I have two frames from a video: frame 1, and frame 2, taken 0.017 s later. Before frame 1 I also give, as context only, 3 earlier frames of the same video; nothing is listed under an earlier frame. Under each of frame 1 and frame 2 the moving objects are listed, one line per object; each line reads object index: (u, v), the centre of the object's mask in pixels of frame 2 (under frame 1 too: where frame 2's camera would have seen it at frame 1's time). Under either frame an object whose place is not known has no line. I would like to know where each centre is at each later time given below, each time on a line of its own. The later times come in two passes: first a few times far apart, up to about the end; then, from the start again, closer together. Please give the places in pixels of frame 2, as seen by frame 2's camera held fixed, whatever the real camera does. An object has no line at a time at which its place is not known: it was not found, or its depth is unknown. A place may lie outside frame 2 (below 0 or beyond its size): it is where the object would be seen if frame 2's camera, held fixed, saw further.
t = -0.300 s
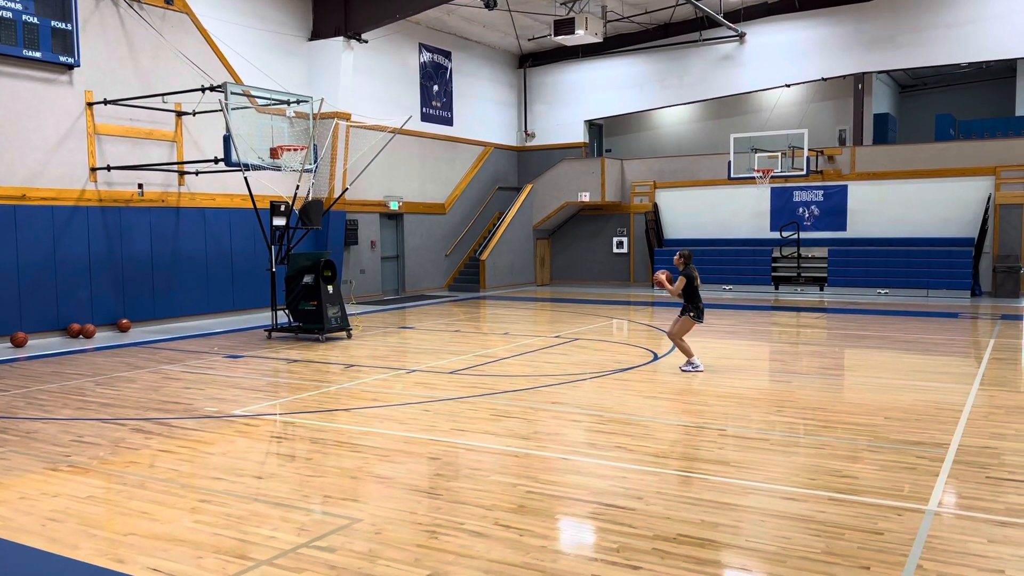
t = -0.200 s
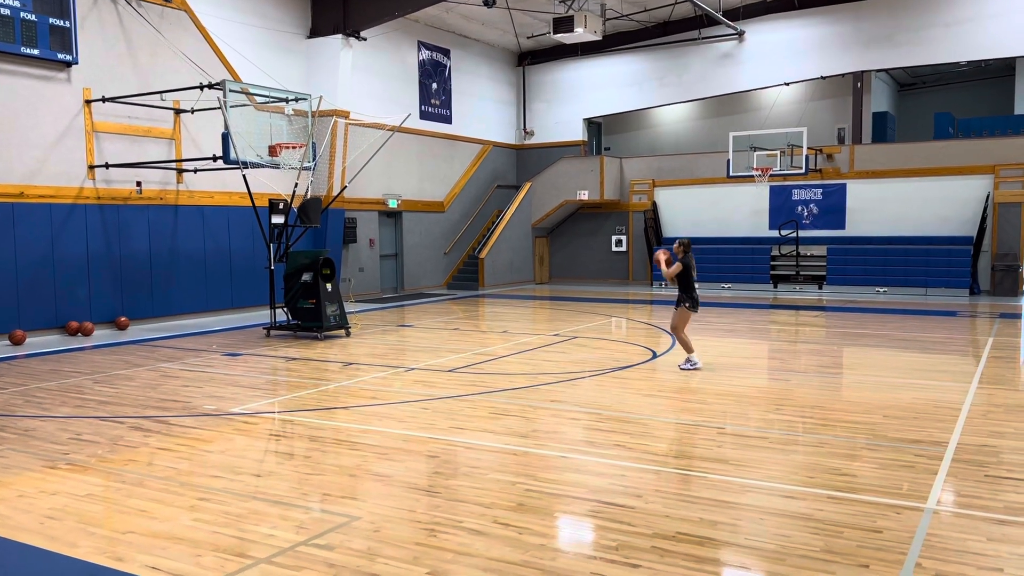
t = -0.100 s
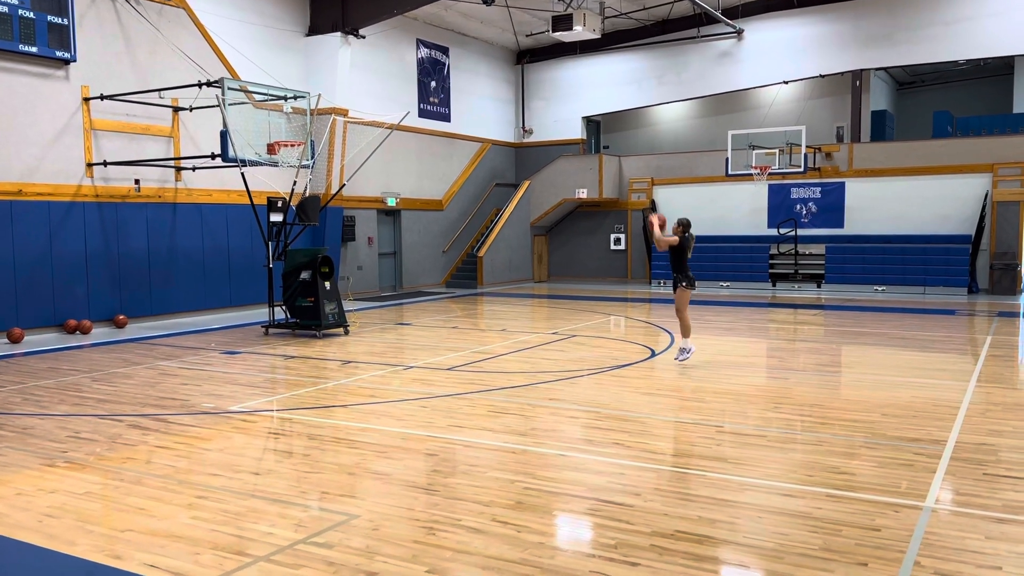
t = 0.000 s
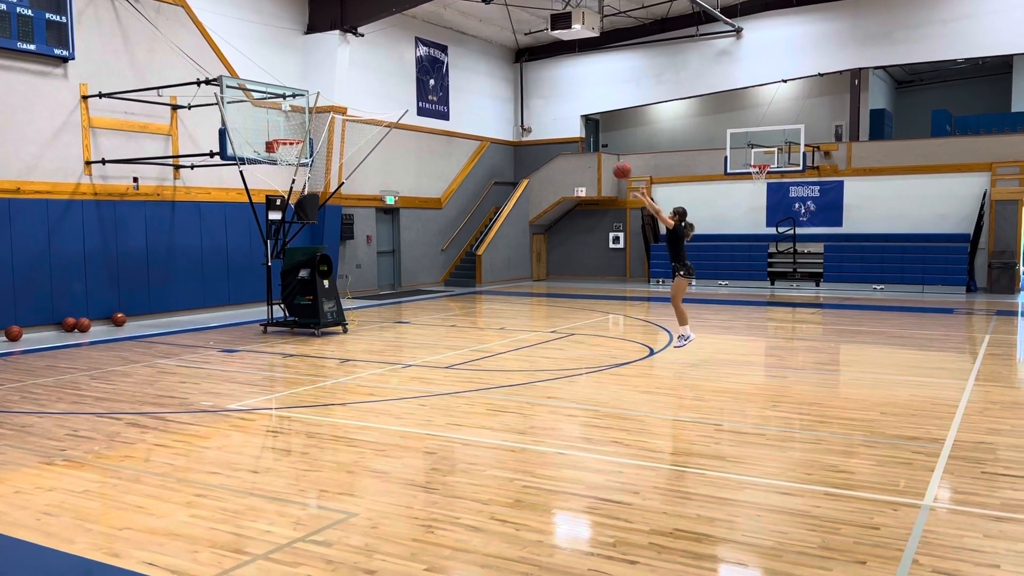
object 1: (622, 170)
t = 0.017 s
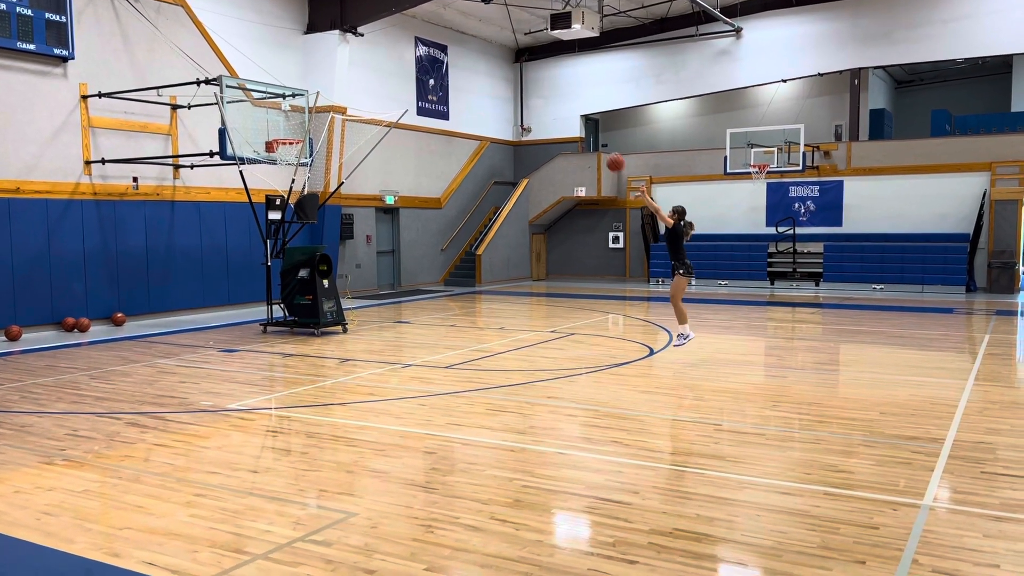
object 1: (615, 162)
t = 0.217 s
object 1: (541, 91)
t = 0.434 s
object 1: (469, 53)
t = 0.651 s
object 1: (404, 51)
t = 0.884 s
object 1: (343, 84)
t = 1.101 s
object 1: (297, 135)
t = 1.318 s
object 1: (313, 121)
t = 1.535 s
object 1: (330, 97)
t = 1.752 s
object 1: (346, 99)
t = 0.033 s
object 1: (609, 155)
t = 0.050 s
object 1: (602, 147)
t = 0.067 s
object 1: (596, 141)
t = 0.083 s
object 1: (590, 134)
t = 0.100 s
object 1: (583, 128)
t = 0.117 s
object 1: (578, 122)
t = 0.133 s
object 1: (571, 116)
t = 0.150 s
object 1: (565, 110)
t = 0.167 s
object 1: (559, 105)
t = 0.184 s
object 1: (553, 100)
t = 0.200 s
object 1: (547, 96)
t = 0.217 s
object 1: (541, 91)
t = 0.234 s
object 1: (535, 87)
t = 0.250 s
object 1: (530, 82)
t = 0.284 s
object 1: (518, 74)
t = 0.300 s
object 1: (512, 71)
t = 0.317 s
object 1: (507, 68)
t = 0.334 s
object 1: (501, 65)
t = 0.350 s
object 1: (496, 63)
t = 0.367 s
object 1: (490, 60)
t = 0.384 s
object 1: (485, 58)
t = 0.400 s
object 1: (479, 56)
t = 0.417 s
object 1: (474, 54)
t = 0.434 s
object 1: (469, 53)
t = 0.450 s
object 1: (464, 51)
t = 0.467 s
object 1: (458, 50)
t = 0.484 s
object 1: (453, 49)
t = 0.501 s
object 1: (448, 49)
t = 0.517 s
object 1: (443, 48)
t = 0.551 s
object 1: (433, 48)
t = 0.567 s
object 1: (428, 48)
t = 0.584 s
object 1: (423, 48)
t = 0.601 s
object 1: (418, 48)
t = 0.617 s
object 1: (413, 49)
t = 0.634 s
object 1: (408, 50)
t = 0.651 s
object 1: (404, 51)
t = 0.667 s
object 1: (399, 52)
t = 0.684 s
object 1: (394, 54)
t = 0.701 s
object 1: (390, 55)
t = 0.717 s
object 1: (386, 57)
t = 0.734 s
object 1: (381, 59)
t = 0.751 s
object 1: (377, 61)
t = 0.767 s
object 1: (372, 63)
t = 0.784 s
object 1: (368, 66)
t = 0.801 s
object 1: (364, 68)
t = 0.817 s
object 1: (359, 71)
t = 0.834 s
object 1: (355, 74)
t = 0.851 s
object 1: (351, 77)
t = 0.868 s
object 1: (347, 80)
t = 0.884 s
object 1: (343, 84)
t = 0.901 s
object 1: (338, 87)
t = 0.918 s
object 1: (334, 91)
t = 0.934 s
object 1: (331, 94)
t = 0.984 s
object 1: (320, 108)
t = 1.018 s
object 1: (311, 116)
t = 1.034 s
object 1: (307, 121)
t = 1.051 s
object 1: (303, 126)
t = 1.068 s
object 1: (299, 130)
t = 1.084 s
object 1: (297, 135)
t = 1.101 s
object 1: (297, 135)
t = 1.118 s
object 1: (298, 133)
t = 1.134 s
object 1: (298, 131)
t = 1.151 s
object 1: (300, 129)
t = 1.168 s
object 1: (300, 128)
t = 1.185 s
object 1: (302, 127)
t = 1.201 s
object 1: (303, 125)
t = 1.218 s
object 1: (305, 125)
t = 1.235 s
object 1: (307, 124)
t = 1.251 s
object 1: (308, 123)
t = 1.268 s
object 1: (309, 123)
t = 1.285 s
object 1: (311, 122)
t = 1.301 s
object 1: (312, 122)
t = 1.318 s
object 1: (313, 121)
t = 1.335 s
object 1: (315, 119)
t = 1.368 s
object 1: (319, 116)
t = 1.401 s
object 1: (321, 111)
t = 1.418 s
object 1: (322, 109)
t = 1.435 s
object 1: (323, 106)
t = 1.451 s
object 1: (324, 104)
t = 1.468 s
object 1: (325, 103)
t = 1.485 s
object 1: (327, 101)
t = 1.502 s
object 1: (328, 100)
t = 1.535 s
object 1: (330, 97)
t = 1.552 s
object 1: (331, 96)
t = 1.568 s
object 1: (332, 95)
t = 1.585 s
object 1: (334, 95)
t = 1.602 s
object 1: (335, 95)
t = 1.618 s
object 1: (336, 94)
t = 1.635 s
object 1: (337, 94)
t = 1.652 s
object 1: (338, 95)
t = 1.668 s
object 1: (340, 95)
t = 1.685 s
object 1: (341, 95)
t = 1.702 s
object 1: (342, 96)
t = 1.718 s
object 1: (343, 97)
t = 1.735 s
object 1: (345, 98)
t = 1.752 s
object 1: (346, 99)
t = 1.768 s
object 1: (347, 100)
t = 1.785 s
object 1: (348, 102)
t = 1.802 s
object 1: (349, 104)
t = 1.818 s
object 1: (351, 106)
